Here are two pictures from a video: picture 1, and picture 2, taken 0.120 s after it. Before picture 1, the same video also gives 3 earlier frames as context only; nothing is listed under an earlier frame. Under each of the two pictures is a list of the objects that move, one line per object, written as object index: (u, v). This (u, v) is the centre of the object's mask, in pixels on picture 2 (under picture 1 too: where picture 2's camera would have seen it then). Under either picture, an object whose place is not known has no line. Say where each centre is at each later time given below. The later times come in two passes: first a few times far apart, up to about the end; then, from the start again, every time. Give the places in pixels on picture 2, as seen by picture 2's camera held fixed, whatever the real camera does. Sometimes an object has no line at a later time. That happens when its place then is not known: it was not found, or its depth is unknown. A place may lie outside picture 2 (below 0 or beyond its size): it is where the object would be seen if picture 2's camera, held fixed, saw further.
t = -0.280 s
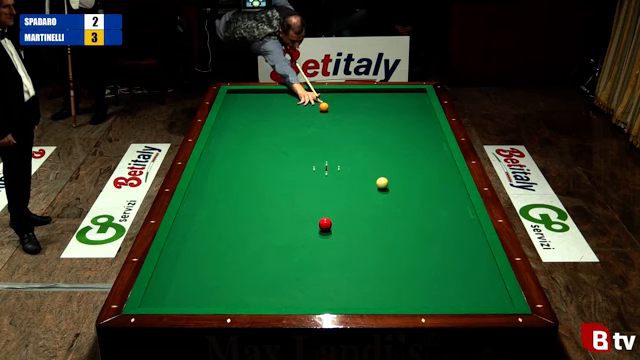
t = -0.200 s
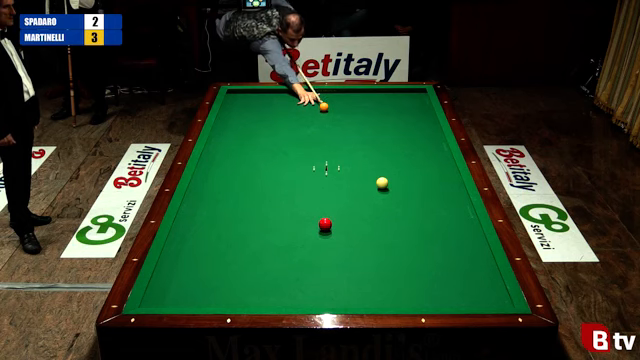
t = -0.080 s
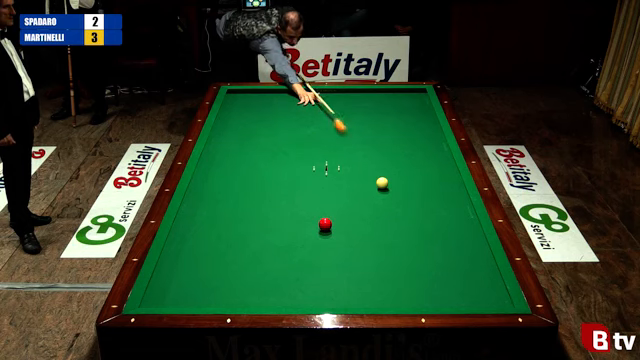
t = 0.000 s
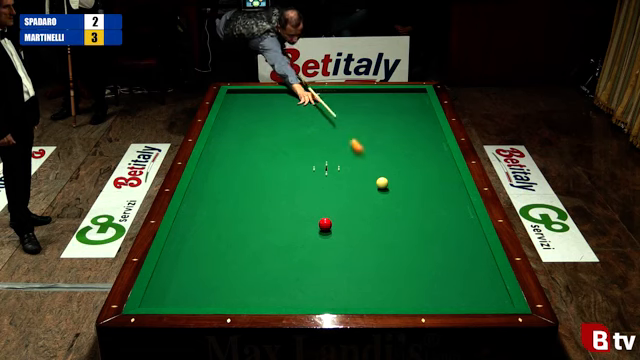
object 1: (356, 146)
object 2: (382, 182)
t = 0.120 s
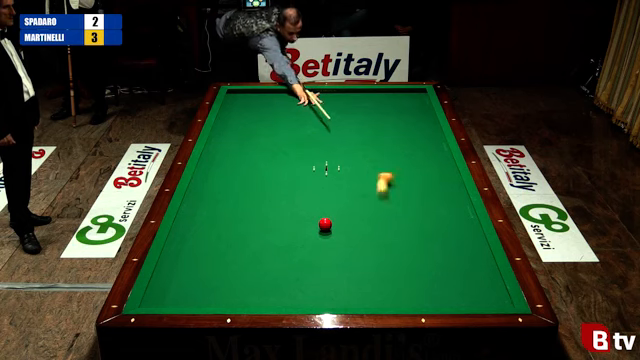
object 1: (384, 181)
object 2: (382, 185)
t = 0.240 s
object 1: (414, 180)
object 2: (383, 227)
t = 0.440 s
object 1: (457, 186)
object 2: (383, 294)
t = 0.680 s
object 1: (426, 188)
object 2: (369, 226)
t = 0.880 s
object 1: (405, 190)
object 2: (360, 189)
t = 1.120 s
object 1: (381, 193)
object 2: (353, 154)
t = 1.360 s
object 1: (357, 195)
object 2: (347, 125)
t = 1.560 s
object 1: (337, 197)
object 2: (342, 106)
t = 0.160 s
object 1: (395, 178)
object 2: (382, 199)
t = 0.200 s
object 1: (405, 179)
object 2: (382, 212)
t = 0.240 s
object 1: (414, 180)
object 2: (383, 227)
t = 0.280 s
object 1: (424, 181)
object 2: (383, 243)
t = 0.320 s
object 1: (433, 182)
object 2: (384, 260)
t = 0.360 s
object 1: (442, 183)
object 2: (384, 278)
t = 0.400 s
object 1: (450, 184)
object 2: (384, 296)
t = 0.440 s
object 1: (457, 186)
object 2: (383, 294)
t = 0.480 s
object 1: (453, 186)
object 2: (380, 280)
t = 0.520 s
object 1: (446, 187)
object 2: (377, 267)
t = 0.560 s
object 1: (440, 187)
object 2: (375, 255)
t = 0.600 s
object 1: (435, 187)
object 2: (372, 245)
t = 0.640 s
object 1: (430, 188)
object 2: (370, 235)
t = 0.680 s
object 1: (426, 188)
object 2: (369, 226)
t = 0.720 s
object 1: (422, 188)
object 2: (367, 218)
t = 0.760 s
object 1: (418, 189)
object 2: (365, 210)
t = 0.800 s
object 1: (414, 189)
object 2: (363, 202)
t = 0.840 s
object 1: (409, 190)
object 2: (362, 195)
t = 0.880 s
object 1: (405, 190)
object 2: (360, 189)
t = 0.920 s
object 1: (401, 191)
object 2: (359, 182)
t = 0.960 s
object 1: (397, 191)
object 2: (358, 176)
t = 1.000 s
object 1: (393, 191)
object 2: (356, 170)
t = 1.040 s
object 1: (389, 192)
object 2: (355, 164)
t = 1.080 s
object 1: (385, 192)
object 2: (354, 159)
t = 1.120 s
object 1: (381, 193)
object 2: (353, 154)
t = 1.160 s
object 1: (377, 193)
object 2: (352, 149)
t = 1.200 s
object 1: (373, 193)
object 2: (351, 144)
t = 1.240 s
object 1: (369, 194)
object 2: (349, 139)
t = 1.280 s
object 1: (365, 194)
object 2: (348, 134)
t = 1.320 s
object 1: (361, 195)
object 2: (348, 130)
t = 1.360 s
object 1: (357, 195)
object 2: (347, 125)
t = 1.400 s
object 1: (353, 195)
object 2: (346, 121)
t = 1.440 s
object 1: (349, 196)
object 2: (345, 117)
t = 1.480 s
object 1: (345, 196)
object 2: (344, 113)
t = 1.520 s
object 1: (341, 197)
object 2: (343, 109)
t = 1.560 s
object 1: (337, 197)
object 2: (342, 106)
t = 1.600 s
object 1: (333, 198)
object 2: (342, 102)
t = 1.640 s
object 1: (329, 198)
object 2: (341, 99)
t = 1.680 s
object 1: (325, 198)
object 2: (340, 95)
